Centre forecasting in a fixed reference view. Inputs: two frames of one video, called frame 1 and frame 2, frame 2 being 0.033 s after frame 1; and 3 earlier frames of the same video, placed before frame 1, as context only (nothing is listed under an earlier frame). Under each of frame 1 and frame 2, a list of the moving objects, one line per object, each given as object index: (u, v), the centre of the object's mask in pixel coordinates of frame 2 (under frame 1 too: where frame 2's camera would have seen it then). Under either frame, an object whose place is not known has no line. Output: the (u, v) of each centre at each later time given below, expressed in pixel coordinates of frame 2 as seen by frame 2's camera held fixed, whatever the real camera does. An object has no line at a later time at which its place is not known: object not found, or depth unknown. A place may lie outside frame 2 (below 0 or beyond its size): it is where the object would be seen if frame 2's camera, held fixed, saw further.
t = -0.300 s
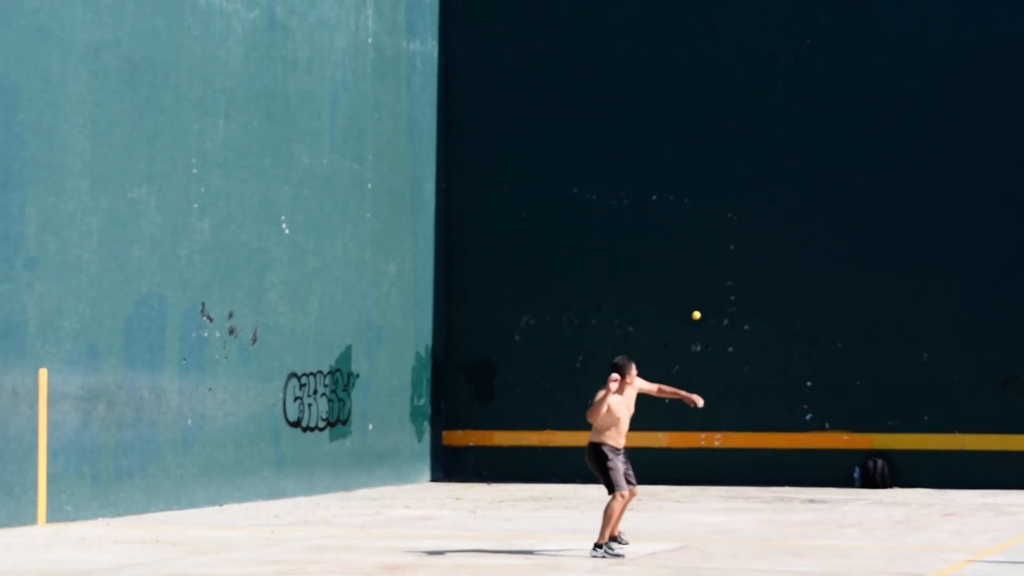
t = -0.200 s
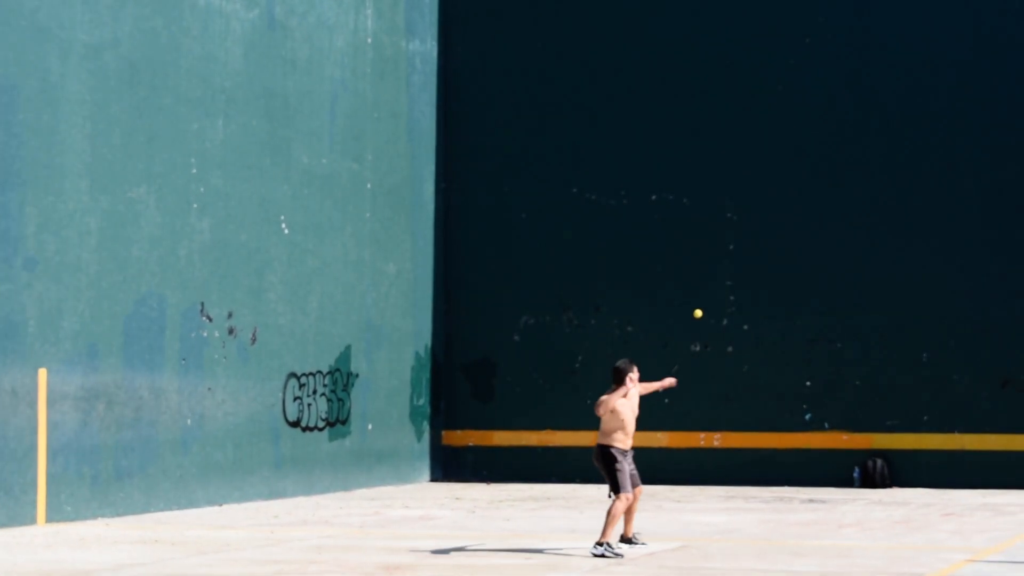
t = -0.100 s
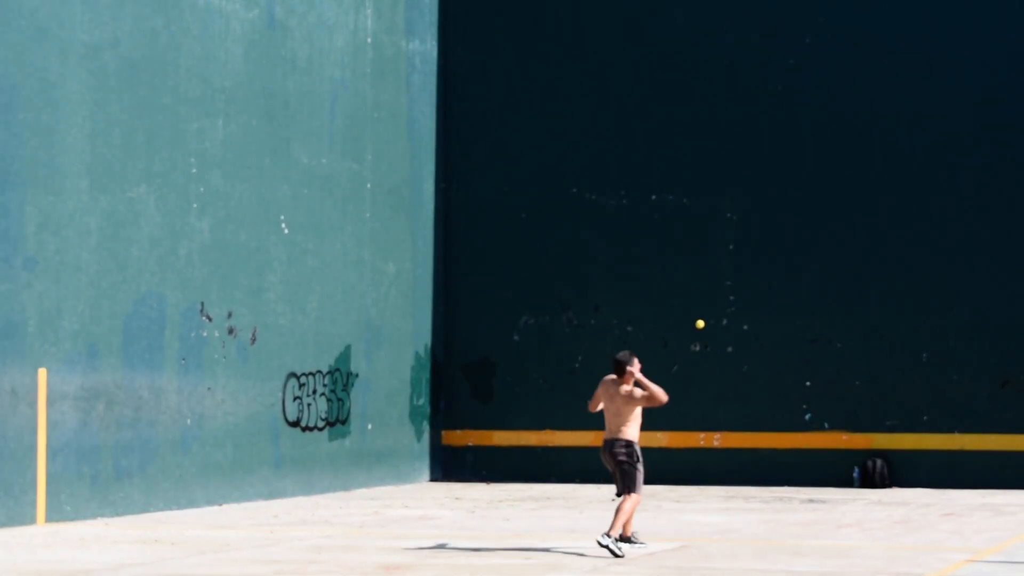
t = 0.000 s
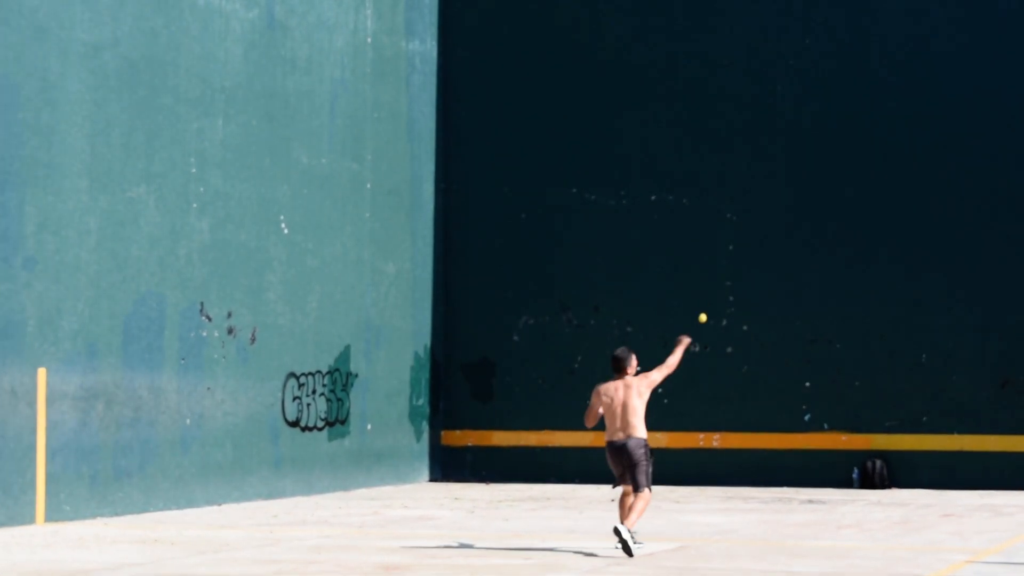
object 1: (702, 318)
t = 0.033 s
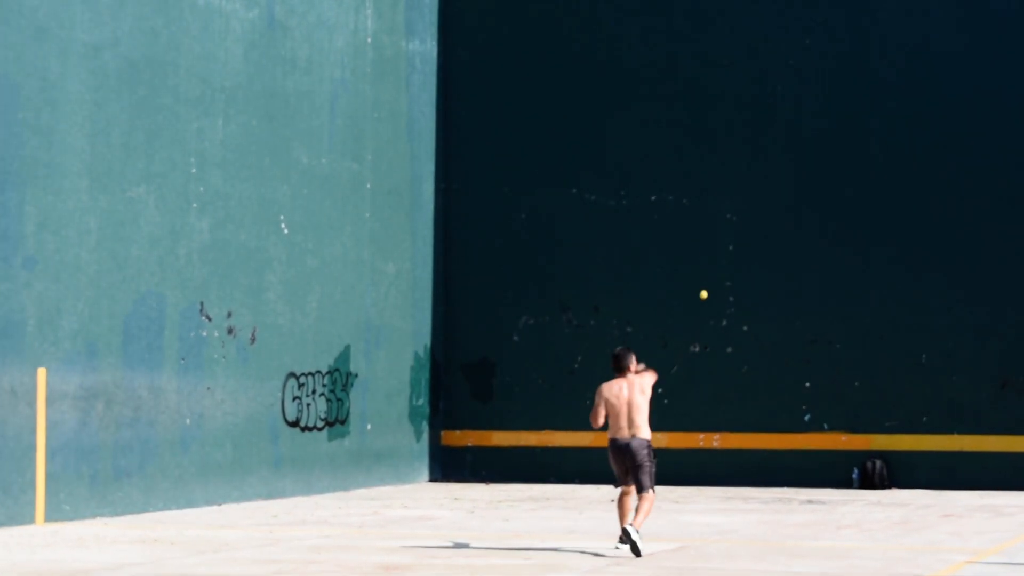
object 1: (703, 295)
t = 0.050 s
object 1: (704, 284)
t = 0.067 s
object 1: (704, 275)
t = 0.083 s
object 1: (705, 265)
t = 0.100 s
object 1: (705, 257)
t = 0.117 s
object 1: (706, 250)
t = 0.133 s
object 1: (706, 243)
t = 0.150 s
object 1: (706, 237)
